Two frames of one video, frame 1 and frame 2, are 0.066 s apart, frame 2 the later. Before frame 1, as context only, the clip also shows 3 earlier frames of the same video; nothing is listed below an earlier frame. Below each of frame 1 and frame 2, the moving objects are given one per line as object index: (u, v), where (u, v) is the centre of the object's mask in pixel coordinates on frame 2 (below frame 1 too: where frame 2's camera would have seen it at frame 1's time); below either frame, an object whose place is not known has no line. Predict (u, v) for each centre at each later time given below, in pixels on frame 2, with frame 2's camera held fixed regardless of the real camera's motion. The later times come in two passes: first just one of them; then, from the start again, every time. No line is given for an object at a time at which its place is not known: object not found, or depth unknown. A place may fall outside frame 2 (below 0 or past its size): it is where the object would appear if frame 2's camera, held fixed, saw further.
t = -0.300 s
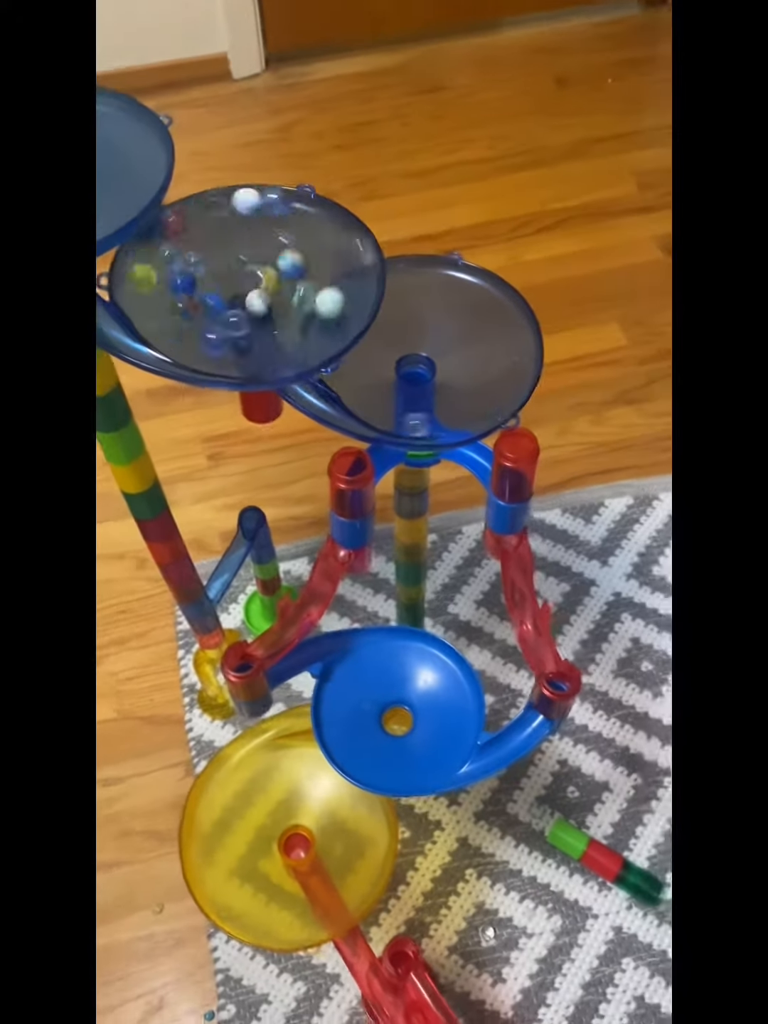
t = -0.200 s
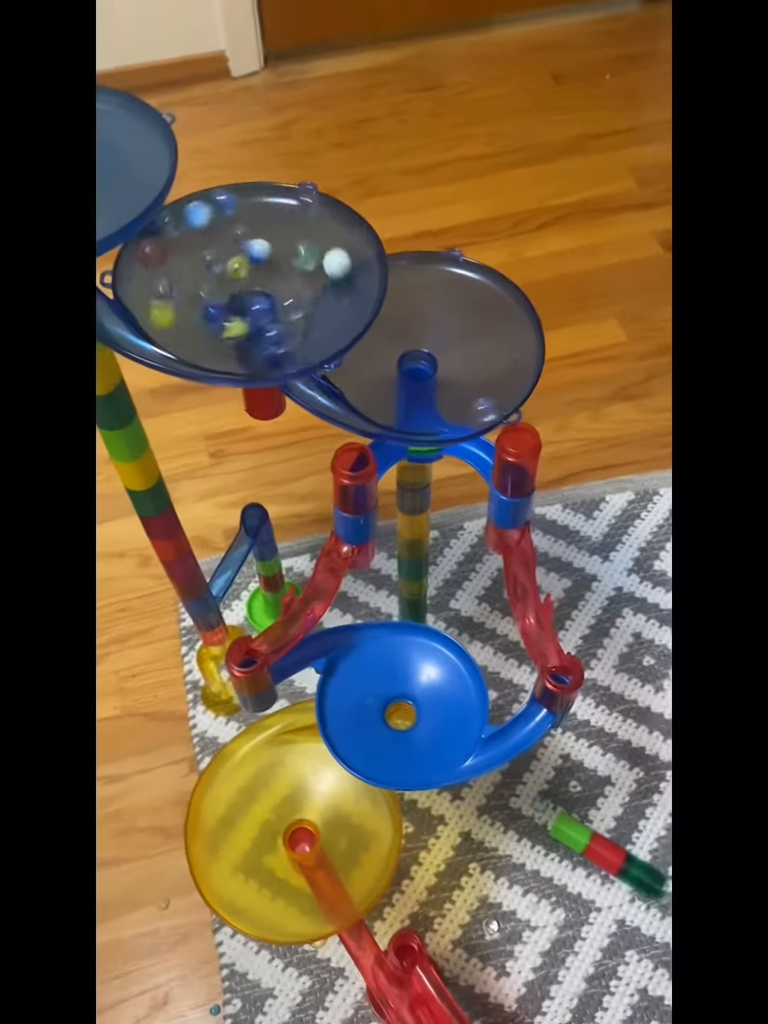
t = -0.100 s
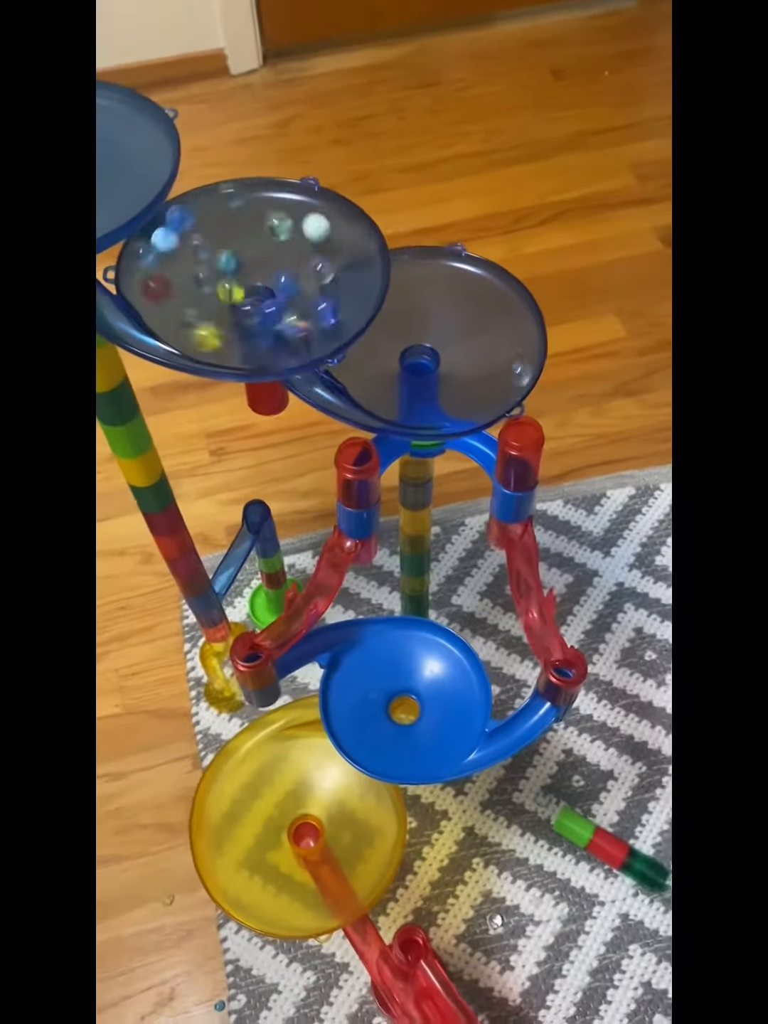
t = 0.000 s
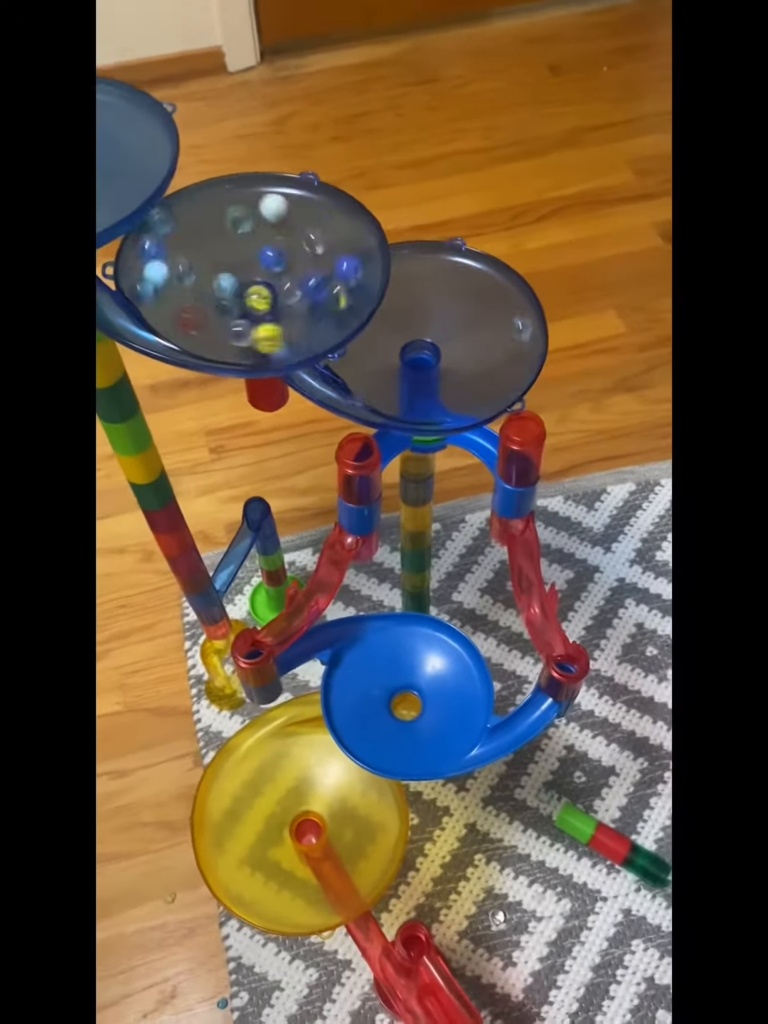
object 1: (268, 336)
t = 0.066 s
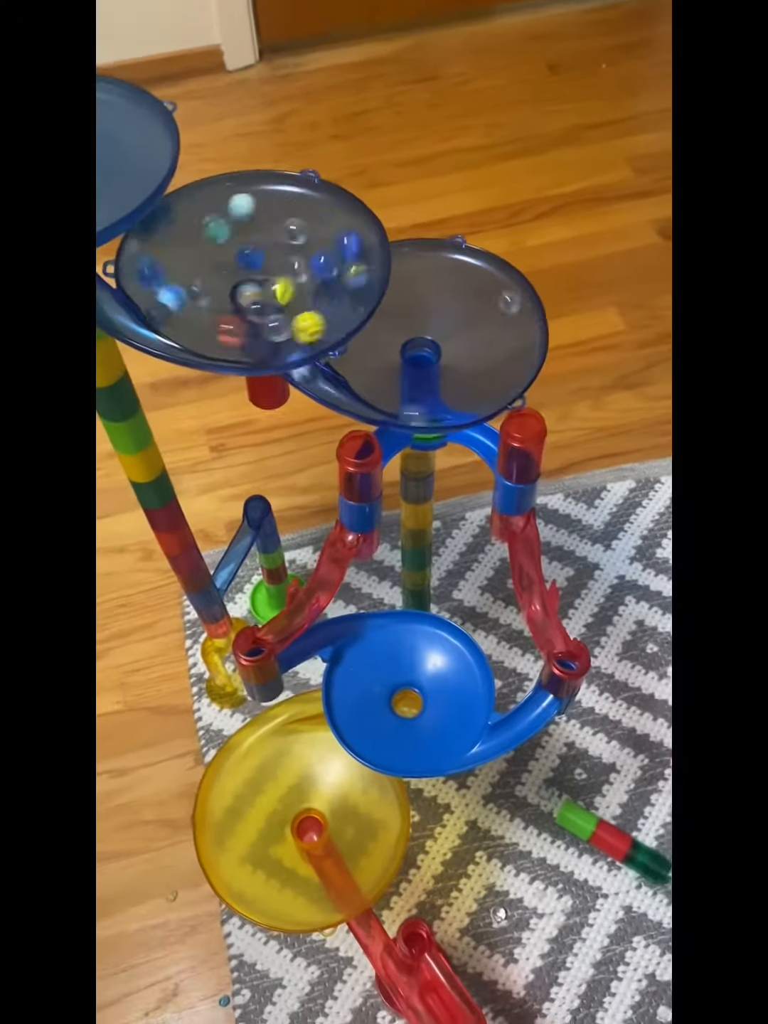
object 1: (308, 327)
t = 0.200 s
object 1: (366, 290)
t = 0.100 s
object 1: (326, 320)
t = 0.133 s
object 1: (341, 311)
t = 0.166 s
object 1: (357, 301)
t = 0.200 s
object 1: (366, 290)
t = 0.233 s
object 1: (369, 279)
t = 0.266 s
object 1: (370, 268)
